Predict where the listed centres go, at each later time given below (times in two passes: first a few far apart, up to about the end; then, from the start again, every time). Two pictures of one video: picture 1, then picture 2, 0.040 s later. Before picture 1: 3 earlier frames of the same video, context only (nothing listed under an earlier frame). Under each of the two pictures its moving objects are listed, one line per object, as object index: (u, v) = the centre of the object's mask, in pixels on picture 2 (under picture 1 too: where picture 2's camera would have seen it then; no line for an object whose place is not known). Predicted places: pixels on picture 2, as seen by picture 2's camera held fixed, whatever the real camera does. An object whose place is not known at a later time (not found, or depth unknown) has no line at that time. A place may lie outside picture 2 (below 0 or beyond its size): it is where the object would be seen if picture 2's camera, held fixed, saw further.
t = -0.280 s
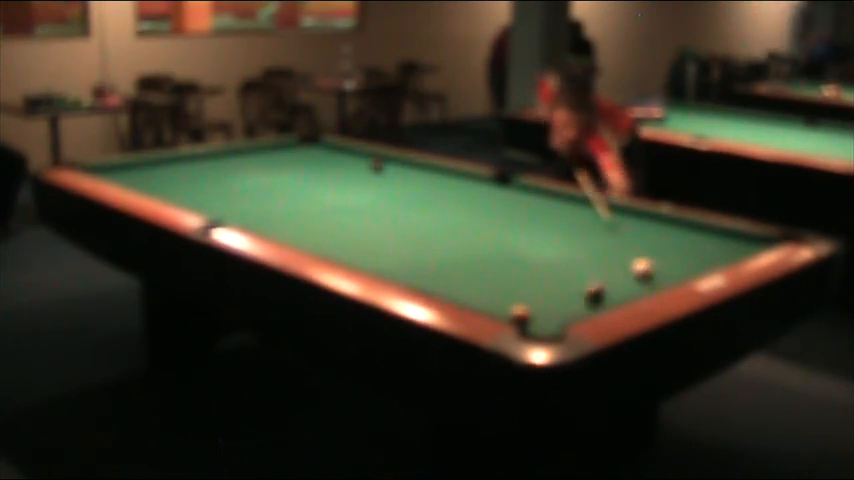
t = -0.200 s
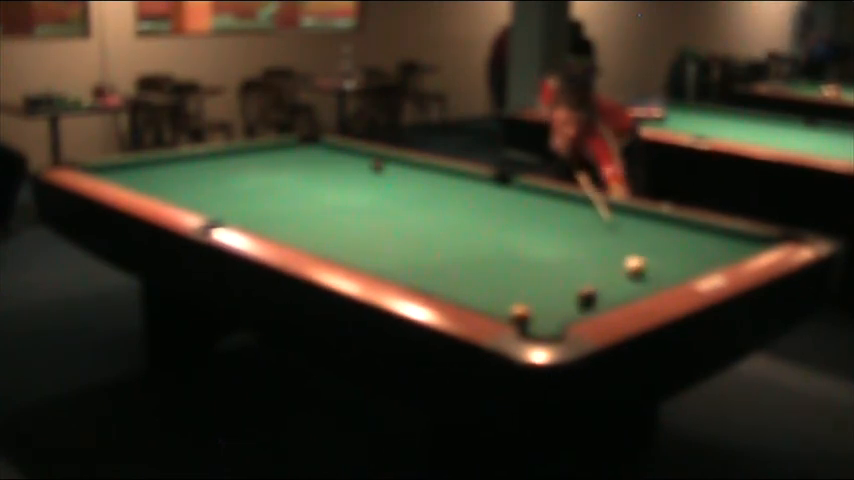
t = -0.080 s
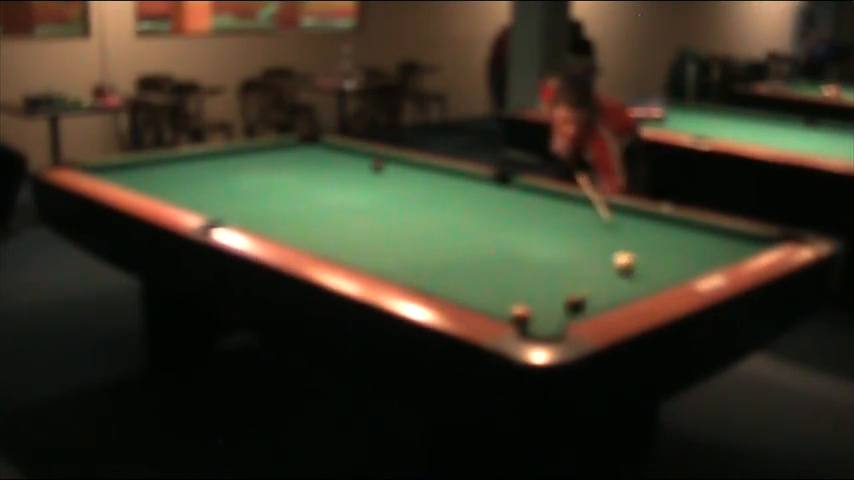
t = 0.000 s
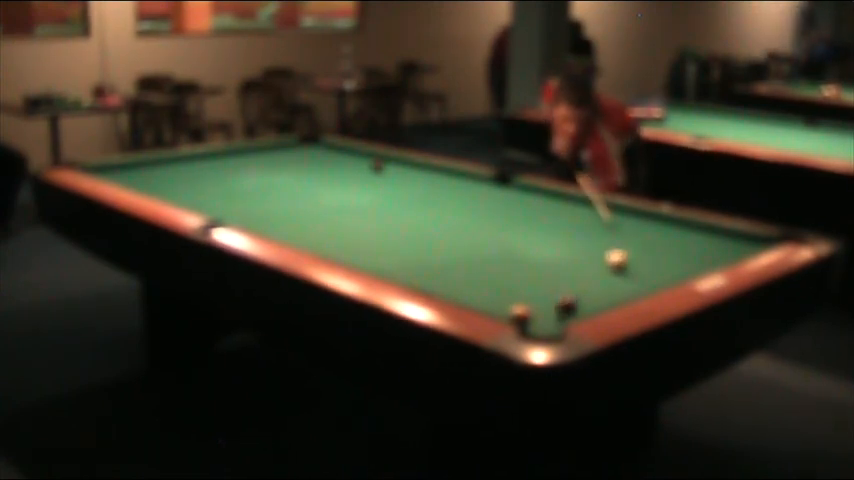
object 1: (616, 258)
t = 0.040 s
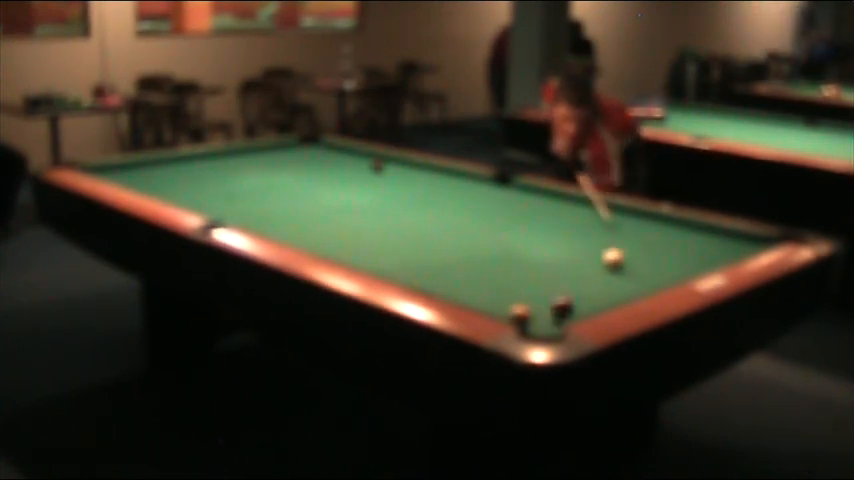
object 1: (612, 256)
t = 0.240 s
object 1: (596, 251)
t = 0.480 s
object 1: (578, 245)
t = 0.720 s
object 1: (562, 239)
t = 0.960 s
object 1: (546, 234)
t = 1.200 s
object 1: (533, 229)
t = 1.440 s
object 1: (521, 225)
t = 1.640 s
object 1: (512, 223)
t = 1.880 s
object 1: (503, 219)
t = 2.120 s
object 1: (494, 216)
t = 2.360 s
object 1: (486, 214)
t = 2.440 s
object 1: (484, 213)
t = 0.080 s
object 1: (608, 255)
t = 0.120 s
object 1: (606, 254)
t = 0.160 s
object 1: (603, 253)
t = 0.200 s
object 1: (600, 252)
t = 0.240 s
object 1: (596, 251)
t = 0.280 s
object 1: (593, 250)
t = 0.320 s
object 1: (590, 249)
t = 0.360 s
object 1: (587, 248)
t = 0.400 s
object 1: (584, 247)
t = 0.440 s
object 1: (581, 246)
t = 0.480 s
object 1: (578, 245)
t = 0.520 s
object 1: (576, 244)
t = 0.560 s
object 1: (572, 242)
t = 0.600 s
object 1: (570, 242)
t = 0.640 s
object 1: (567, 241)
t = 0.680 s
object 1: (564, 240)
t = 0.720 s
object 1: (562, 239)
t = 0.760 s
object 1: (559, 238)
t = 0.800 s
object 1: (557, 237)
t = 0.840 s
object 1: (554, 237)
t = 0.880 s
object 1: (551, 236)
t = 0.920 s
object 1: (549, 235)
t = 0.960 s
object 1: (546, 234)
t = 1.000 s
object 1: (544, 233)
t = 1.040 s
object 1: (542, 233)
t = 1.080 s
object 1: (540, 232)
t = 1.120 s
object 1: (538, 231)
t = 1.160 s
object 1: (536, 230)
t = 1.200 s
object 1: (533, 229)
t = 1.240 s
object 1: (531, 229)
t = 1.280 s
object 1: (529, 228)
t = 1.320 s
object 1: (527, 227)
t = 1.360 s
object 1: (525, 227)
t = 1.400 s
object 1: (523, 226)
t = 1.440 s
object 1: (521, 225)
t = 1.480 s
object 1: (519, 225)
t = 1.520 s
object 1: (517, 224)
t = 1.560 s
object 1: (515, 223)
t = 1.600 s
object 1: (514, 223)
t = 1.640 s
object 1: (512, 223)
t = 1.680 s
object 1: (510, 222)
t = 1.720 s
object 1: (509, 221)
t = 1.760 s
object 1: (507, 221)
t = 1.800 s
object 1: (505, 220)
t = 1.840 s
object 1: (504, 220)
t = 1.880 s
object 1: (503, 219)
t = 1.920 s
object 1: (501, 218)
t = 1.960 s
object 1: (500, 218)
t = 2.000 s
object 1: (498, 217)
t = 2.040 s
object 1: (497, 217)
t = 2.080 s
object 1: (495, 217)
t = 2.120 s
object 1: (494, 216)
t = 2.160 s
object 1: (492, 216)
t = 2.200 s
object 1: (491, 215)
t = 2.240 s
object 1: (490, 215)
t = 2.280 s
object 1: (489, 215)
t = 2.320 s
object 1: (487, 214)
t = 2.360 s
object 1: (486, 214)
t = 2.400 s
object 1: (485, 213)
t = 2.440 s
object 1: (484, 213)
